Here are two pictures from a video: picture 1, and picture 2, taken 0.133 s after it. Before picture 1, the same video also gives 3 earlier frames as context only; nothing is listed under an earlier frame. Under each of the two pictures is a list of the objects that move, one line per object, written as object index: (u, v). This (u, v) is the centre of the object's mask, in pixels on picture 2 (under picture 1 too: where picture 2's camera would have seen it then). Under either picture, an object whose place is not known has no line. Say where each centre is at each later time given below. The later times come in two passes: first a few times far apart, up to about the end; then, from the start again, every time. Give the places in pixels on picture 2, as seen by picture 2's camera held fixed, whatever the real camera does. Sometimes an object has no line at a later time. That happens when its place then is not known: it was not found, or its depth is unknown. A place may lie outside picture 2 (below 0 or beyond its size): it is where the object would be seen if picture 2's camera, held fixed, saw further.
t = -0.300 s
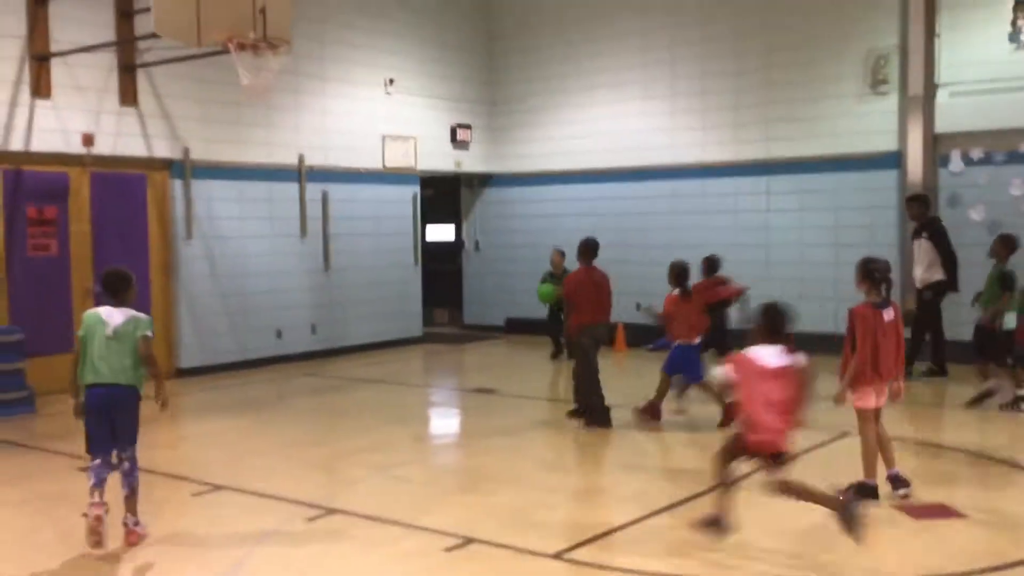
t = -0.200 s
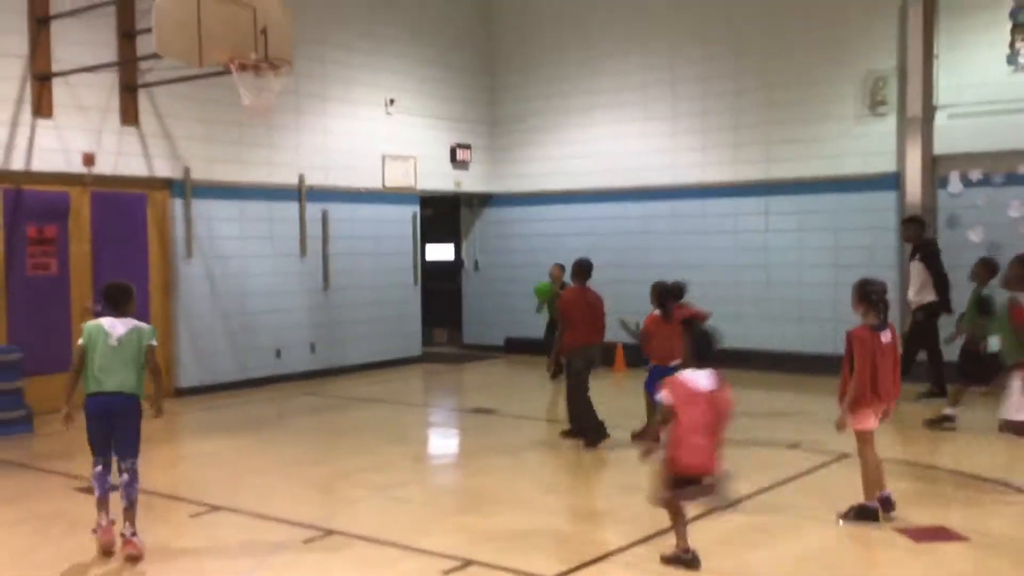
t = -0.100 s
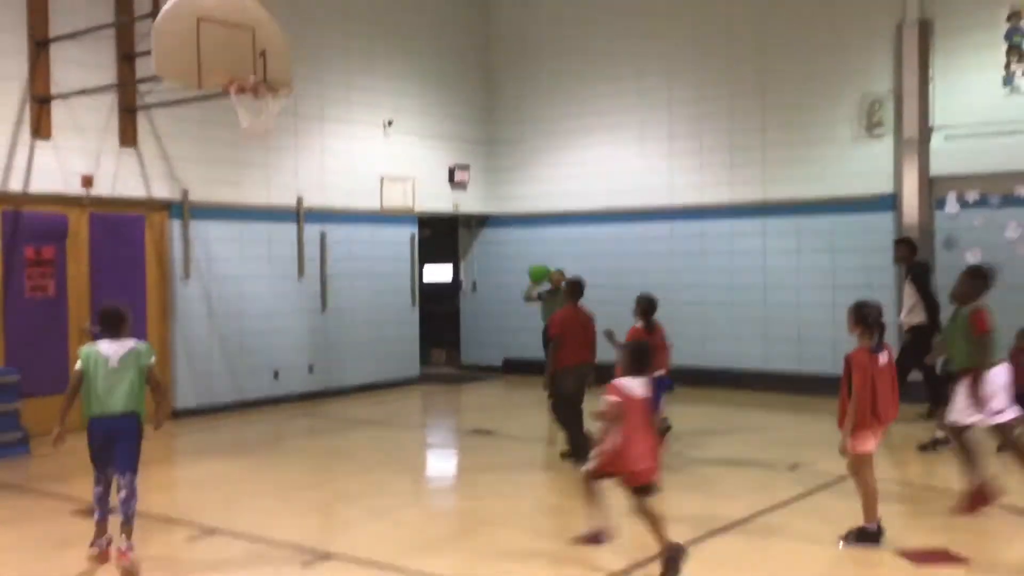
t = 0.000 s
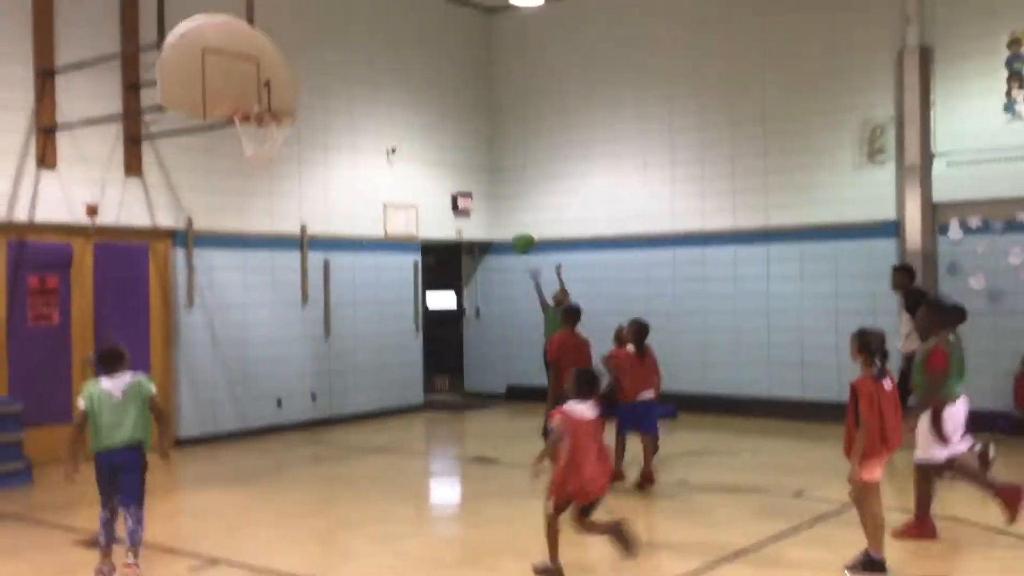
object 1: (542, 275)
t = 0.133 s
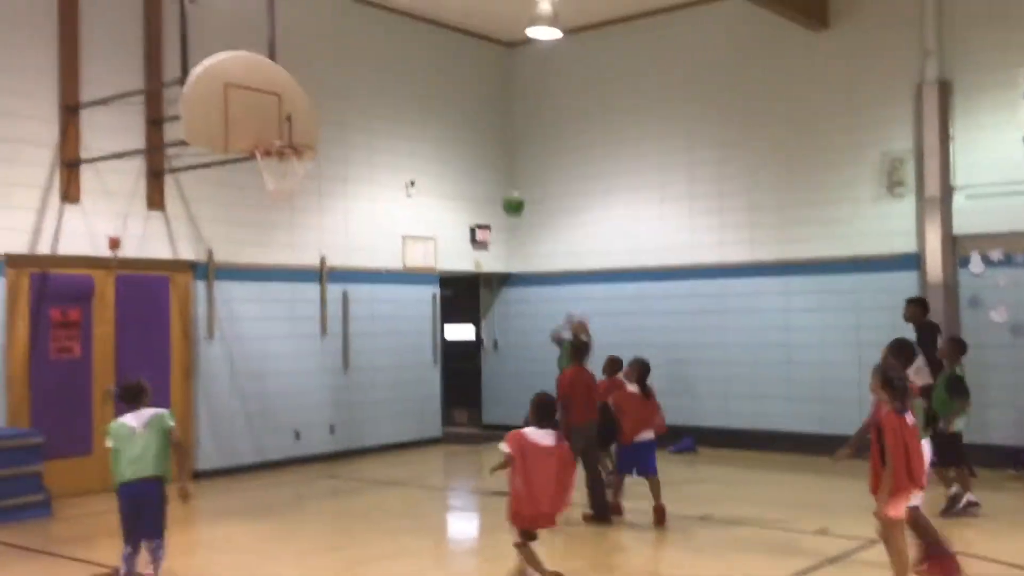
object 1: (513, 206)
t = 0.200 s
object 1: (499, 175)
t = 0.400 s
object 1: (454, 107)
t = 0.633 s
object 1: (398, 69)
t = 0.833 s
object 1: (345, 79)
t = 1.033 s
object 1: (289, 137)
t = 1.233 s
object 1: (259, 175)
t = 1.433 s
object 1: (258, 209)
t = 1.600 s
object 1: (258, 273)
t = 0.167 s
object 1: (506, 189)
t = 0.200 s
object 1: (499, 175)
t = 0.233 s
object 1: (491, 161)
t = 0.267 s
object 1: (484, 148)
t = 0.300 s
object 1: (477, 136)
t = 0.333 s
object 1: (468, 126)
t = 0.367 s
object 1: (461, 116)
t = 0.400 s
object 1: (454, 107)
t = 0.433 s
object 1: (446, 99)
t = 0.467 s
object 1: (439, 91)
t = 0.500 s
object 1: (431, 85)
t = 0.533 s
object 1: (424, 80)
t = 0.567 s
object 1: (416, 76)
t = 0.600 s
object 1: (406, 71)
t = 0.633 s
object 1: (398, 69)
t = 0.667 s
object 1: (388, 68)
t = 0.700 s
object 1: (380, 67)
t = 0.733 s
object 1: (371, 68)
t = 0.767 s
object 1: (362, 71)
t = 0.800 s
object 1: (353, 74)
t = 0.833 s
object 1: (345, 79)
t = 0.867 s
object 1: (336, 85)
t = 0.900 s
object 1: (327, 93)
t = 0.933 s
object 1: (316, 102)
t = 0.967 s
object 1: (307, 113)
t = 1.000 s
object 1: (298, 125)
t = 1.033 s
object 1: (289, 137)
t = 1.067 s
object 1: (277, 156)
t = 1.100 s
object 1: (269, 167)
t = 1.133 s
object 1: (264, 170)
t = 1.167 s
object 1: (261, 170)
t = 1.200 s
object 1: (260, 172)
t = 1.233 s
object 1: (259, 175)
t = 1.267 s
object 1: (258, 176)
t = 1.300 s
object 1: (258, 178)
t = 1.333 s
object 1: (257, 183)
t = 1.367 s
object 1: (258, 190)
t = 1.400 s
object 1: (258, 199)
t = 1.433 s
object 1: (258, 209)
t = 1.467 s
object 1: (257, 218)
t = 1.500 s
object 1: (257, 229)
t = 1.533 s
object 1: (257, 243)
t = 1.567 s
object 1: (257, 256)
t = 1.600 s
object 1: (258, 273)
